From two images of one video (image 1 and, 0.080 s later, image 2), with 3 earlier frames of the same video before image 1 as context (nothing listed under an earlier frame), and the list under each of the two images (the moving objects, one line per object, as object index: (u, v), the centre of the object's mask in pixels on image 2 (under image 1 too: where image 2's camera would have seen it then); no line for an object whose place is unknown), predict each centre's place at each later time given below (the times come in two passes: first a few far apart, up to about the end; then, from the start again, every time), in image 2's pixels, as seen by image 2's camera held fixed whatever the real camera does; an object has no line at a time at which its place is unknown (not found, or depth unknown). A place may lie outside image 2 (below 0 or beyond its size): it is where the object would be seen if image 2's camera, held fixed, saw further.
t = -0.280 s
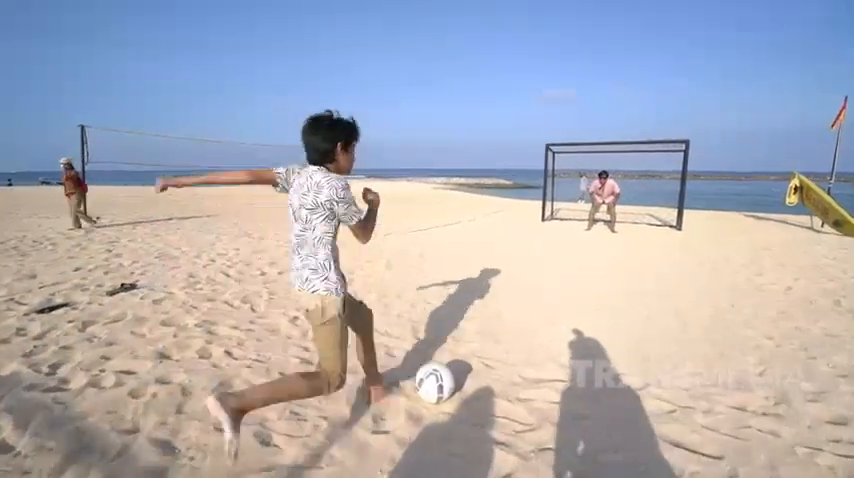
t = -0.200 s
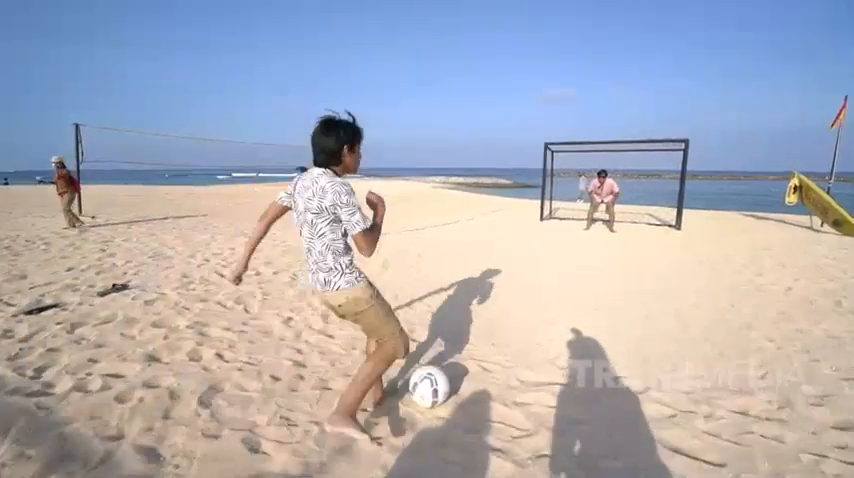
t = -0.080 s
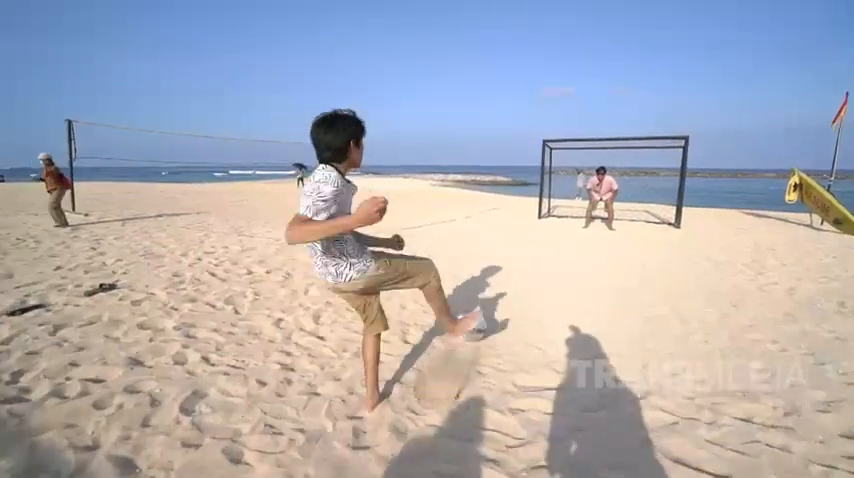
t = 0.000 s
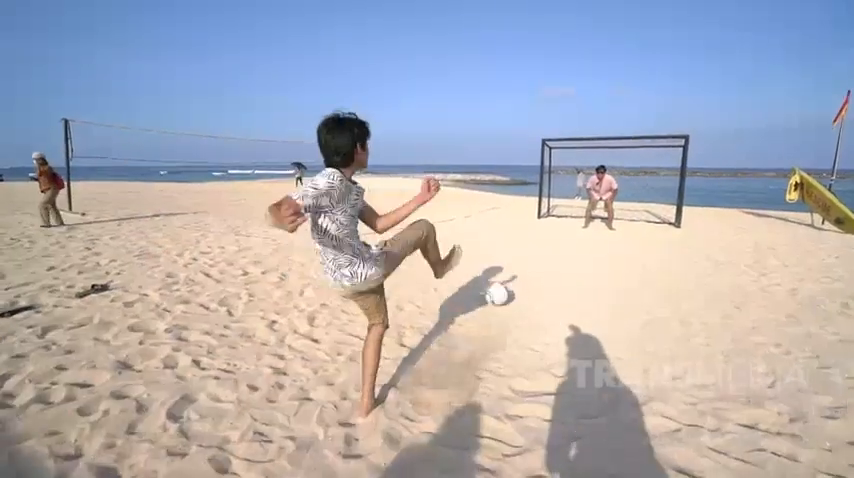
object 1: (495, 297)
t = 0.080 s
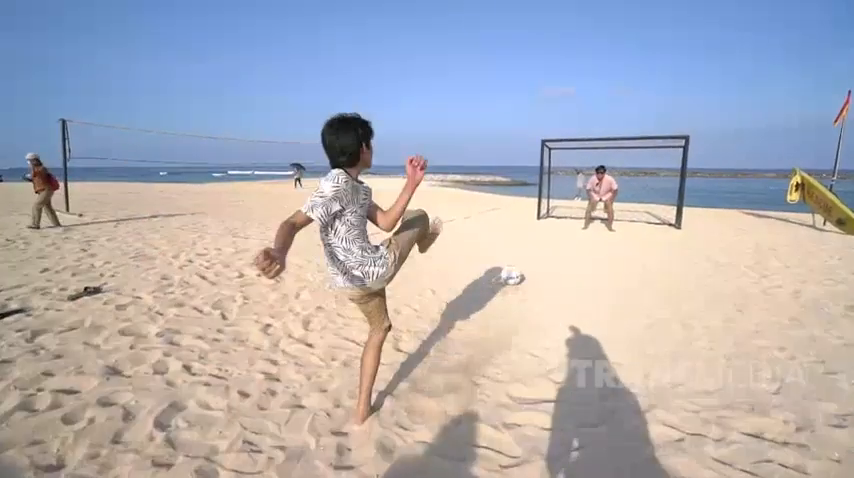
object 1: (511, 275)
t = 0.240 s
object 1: (529, 247)
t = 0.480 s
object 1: (541, 231)
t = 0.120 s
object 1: (518, 265)
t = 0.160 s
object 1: (521, 257)
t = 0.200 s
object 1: (526, 251)
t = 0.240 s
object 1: (529, 247)
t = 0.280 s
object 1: (531, 245)
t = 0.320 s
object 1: (534, 243)
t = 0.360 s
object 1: (535, 241)
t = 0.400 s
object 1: (537, 236)
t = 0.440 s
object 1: (540, 234)
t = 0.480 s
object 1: (541, 231)
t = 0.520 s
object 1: (543, 229)
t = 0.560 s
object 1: (544, 228)
